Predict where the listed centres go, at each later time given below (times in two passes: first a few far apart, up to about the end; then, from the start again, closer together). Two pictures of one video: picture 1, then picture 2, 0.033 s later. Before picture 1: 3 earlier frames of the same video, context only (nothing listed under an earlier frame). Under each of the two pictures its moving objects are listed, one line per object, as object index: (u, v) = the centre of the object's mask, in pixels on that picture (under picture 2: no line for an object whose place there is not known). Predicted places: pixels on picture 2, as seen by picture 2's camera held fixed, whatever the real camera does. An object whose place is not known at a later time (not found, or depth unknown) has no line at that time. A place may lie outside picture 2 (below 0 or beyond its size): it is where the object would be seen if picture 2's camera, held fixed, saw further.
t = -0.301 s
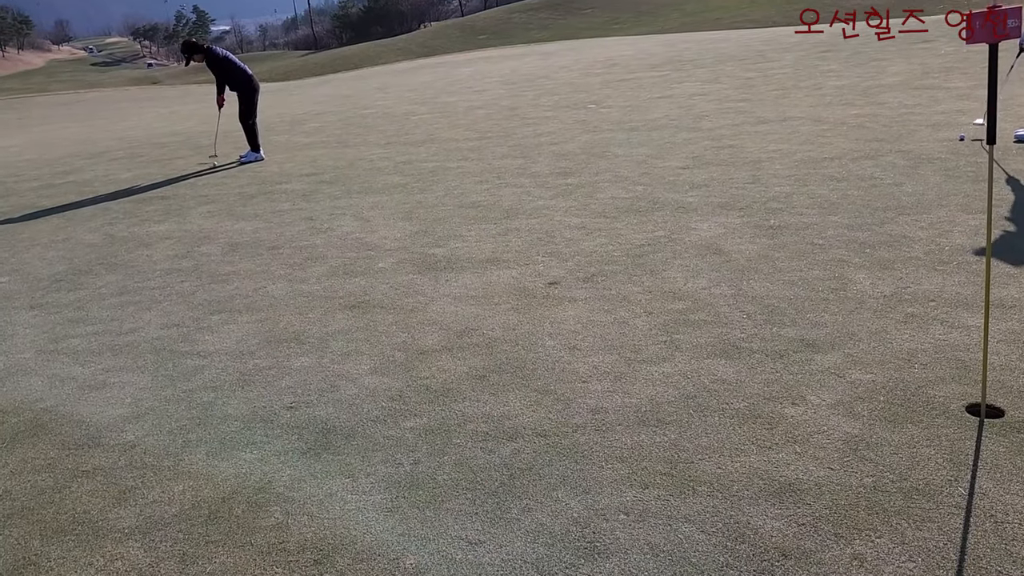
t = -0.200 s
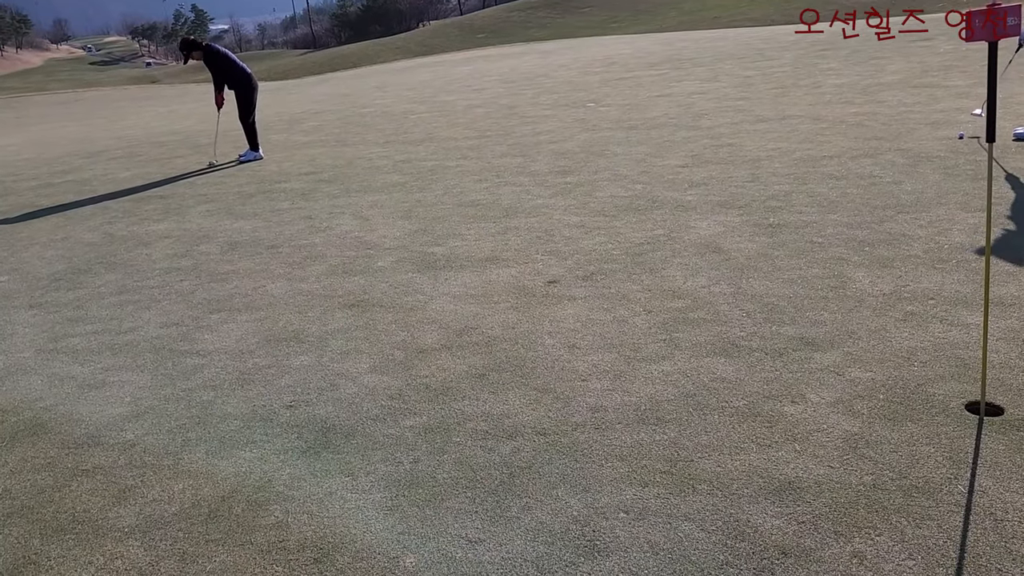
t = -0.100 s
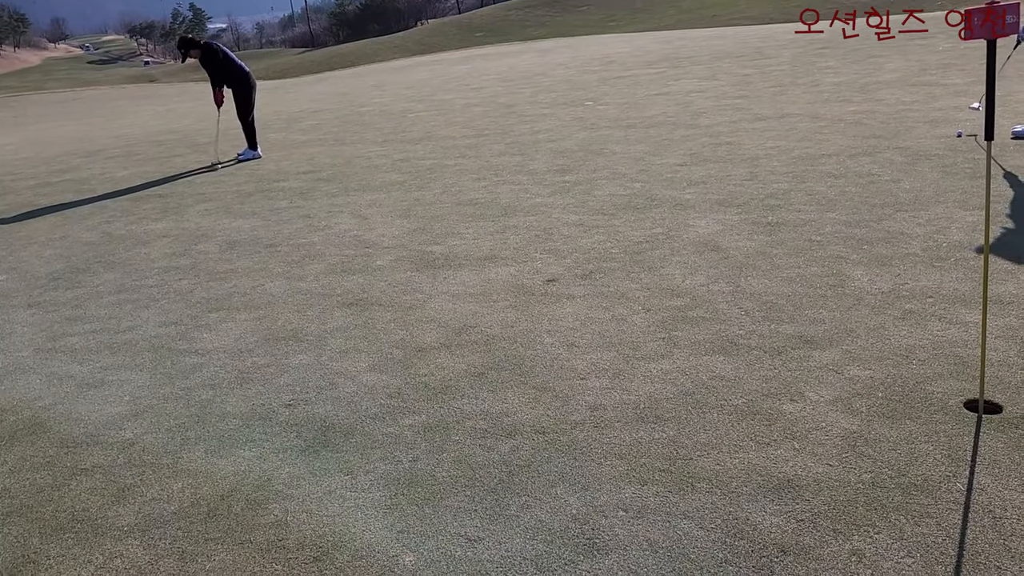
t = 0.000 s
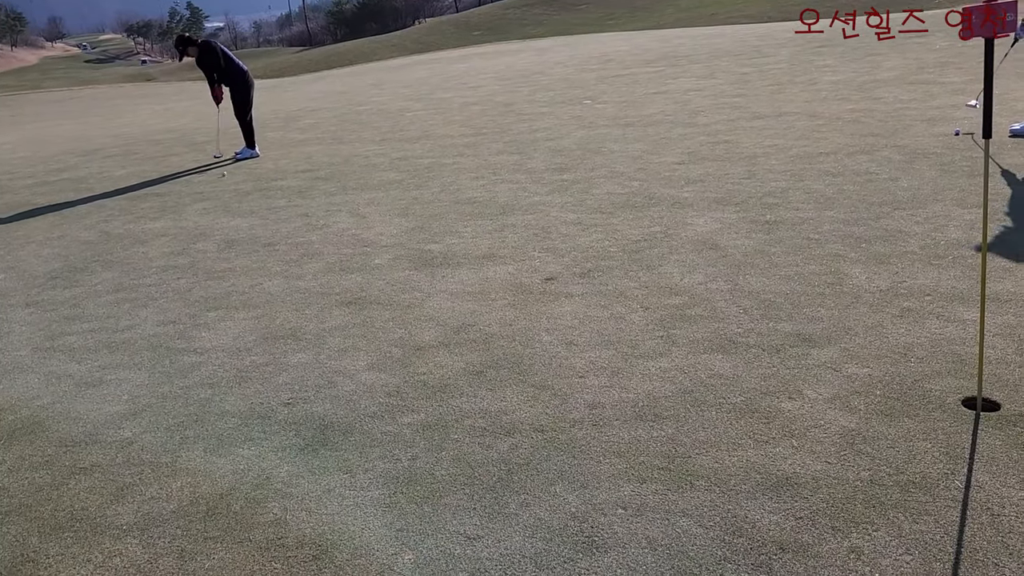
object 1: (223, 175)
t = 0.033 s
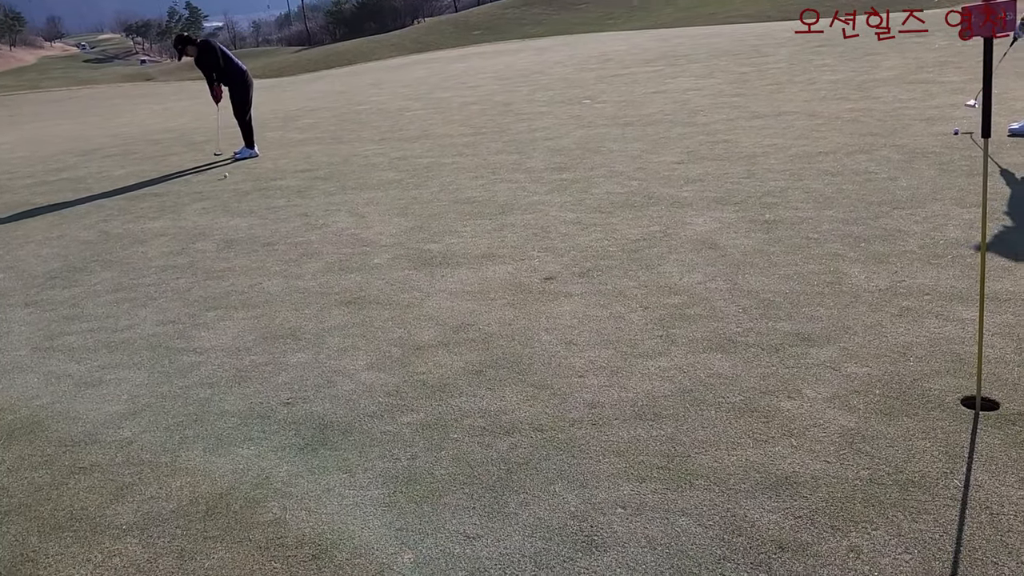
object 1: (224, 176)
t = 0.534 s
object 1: (269, 213)
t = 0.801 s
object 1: (300, 236)
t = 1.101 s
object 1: (343, 264)
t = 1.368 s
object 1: (390, 293)
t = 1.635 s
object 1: (445, 325)
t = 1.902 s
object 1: (510, 358)
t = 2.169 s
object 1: (585, 392)
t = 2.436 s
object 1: (665, 425)
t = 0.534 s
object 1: (269, 213)
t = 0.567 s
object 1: (274, 216)
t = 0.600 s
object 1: (277, 218)
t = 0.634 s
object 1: (280, 221)
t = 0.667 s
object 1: (284, 224)
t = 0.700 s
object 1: (289, 226)
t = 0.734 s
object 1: (293, 230)
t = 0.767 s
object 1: (297, 233)
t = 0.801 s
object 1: (300, 236)
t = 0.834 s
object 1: (305, 239)
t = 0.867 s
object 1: (309, 242)
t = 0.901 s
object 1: (313, 245)
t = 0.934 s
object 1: (318, 248)
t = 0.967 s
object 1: (323, 251)
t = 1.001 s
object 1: (328, 255)
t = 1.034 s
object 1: (333, 258)
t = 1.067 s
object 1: (338, 261)
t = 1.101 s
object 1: (343, 264)
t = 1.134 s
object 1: (348, 268)
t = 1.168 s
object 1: (354, 271)
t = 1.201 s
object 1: (359, 275)
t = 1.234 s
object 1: (365, 278)
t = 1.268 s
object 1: (371, 282)
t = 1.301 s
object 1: (377, 286)
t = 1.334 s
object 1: (384, 290)
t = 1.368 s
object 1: (390, 293)
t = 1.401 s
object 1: (397, 297)
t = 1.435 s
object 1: (403, 301)
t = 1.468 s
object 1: (410, 305)
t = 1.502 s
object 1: (417, 308)
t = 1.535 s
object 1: (423, 313)
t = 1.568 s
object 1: (431, 317)
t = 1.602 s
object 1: (438, 321)
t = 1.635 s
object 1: (445, 325)
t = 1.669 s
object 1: (453, 329)
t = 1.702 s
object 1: (461, 333)
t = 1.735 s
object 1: (468, 337)
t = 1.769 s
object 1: (477, 342)
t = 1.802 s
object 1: (485, 346)
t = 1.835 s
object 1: (493, 350)
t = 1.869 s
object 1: (501, 354)
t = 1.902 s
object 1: (510, 358)
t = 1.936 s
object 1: (519, 363)
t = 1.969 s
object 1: (528, 367)
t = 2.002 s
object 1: (537, 371)
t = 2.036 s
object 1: (547, 375)
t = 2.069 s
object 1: (556, 380)
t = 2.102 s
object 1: (565, 384)
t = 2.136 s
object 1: (575, 388)
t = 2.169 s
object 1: (585, 392)
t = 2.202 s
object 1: (595, 397)
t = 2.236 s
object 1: (605, 401)
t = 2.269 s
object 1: (615, 405)
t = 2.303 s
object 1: (625, 409)
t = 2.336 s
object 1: (636, 413)
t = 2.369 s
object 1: (646, 417)
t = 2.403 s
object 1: (654, 421)
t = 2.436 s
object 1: (665, 425)
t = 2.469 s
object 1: (675, 430)
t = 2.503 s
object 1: (685, 434)
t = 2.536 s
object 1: (695, 438)
